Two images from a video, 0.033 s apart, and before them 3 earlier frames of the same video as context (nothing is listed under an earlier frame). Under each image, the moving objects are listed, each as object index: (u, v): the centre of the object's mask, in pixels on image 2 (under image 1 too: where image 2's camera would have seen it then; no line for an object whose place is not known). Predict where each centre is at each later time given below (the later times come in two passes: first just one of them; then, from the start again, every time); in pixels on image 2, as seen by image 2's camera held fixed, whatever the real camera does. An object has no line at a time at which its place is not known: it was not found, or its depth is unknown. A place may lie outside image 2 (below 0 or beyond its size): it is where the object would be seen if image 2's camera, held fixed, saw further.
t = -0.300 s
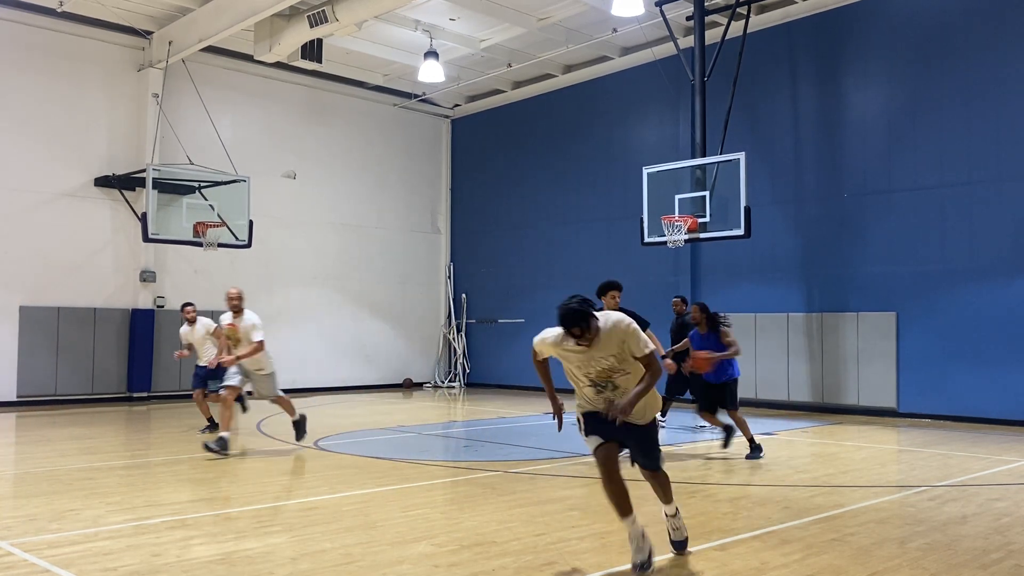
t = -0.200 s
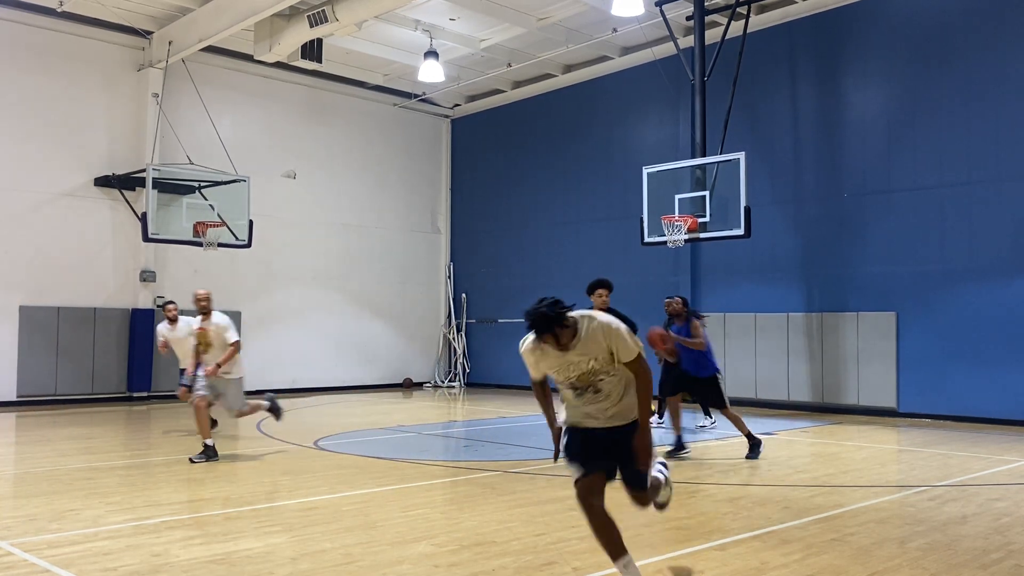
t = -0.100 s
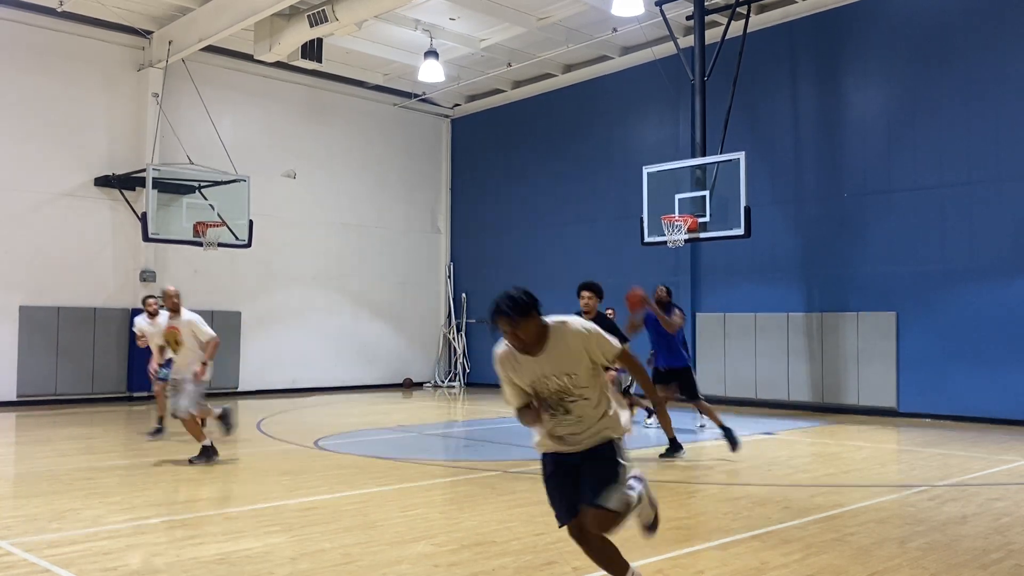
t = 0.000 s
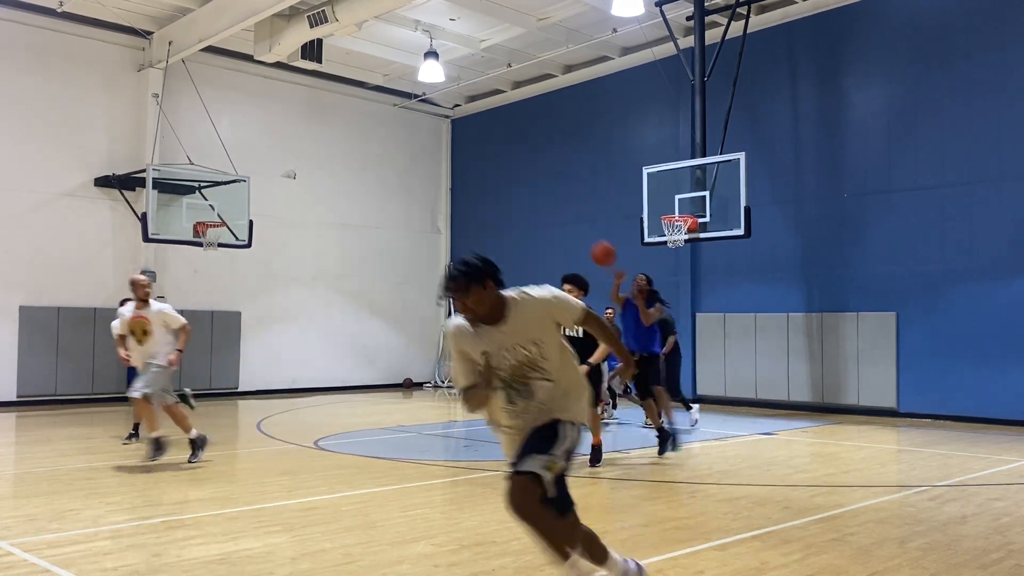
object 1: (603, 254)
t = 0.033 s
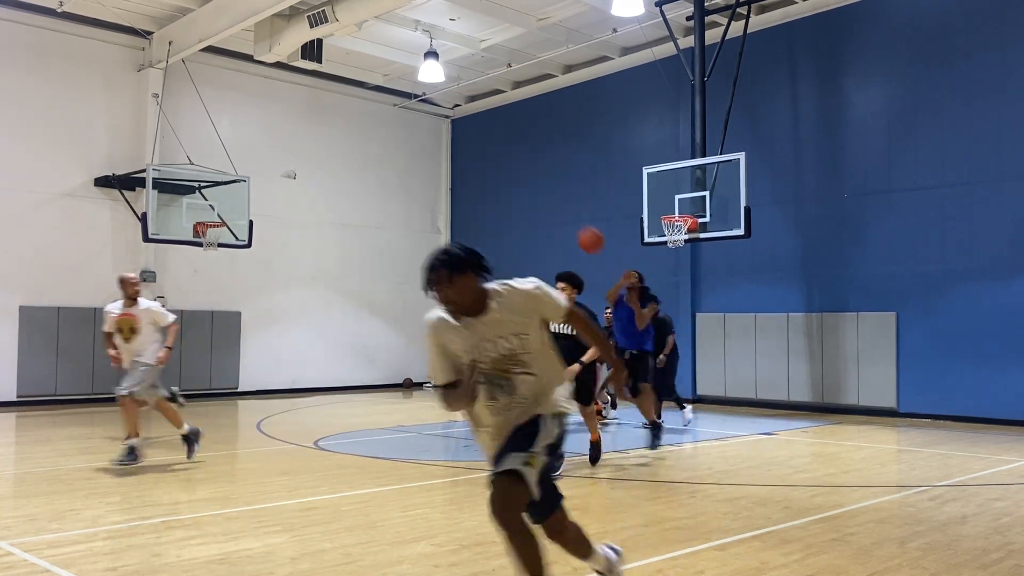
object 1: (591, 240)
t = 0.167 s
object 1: (529, 186)
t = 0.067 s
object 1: (577, 226)
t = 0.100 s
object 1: (562, 212)
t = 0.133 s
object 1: (546, 199)
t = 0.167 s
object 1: (529, 186)
